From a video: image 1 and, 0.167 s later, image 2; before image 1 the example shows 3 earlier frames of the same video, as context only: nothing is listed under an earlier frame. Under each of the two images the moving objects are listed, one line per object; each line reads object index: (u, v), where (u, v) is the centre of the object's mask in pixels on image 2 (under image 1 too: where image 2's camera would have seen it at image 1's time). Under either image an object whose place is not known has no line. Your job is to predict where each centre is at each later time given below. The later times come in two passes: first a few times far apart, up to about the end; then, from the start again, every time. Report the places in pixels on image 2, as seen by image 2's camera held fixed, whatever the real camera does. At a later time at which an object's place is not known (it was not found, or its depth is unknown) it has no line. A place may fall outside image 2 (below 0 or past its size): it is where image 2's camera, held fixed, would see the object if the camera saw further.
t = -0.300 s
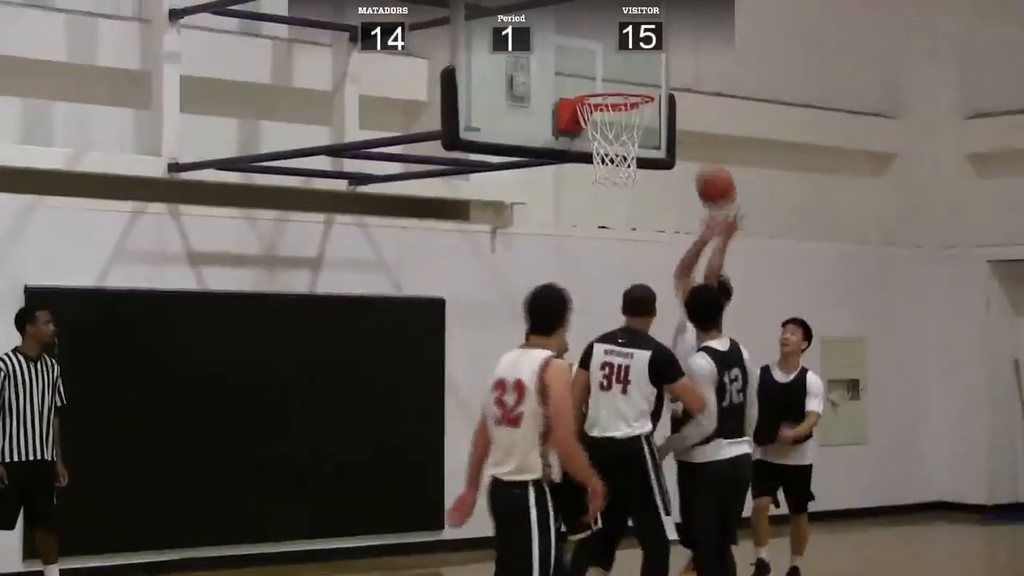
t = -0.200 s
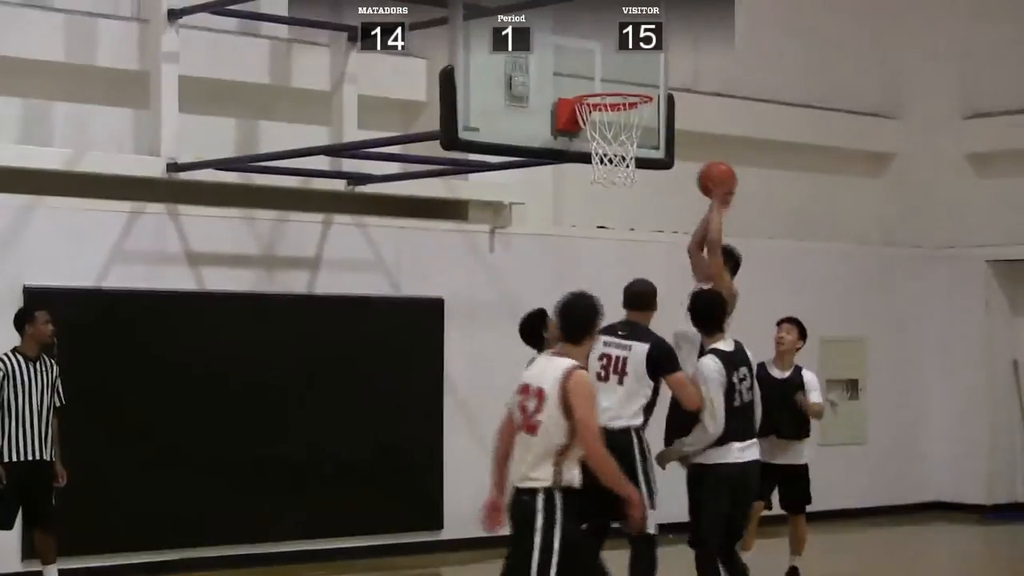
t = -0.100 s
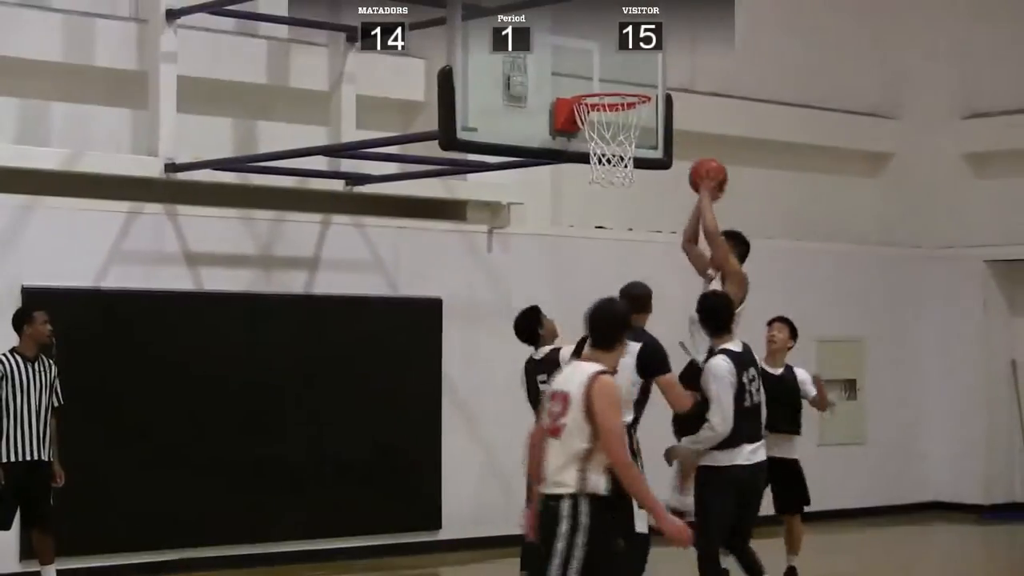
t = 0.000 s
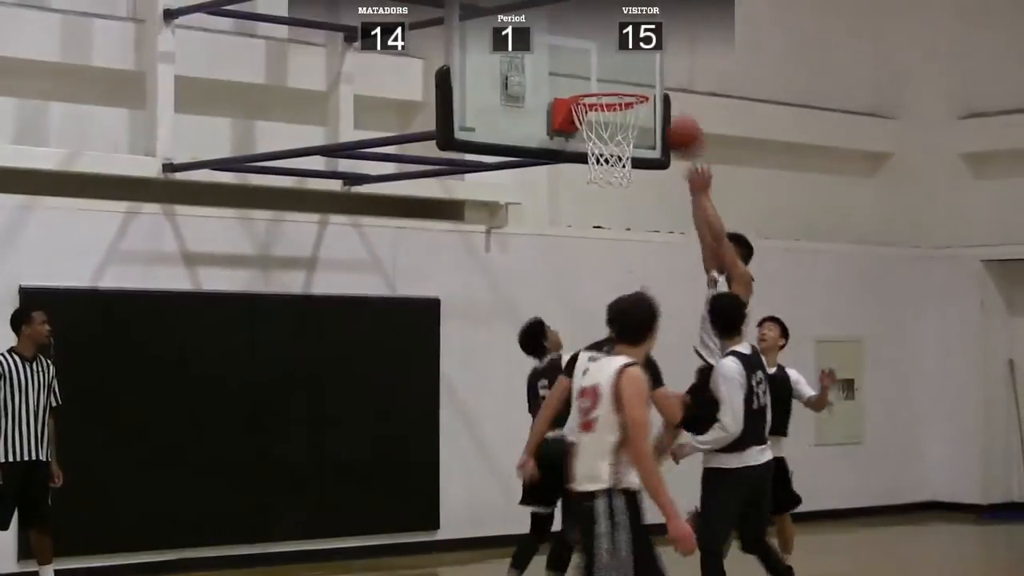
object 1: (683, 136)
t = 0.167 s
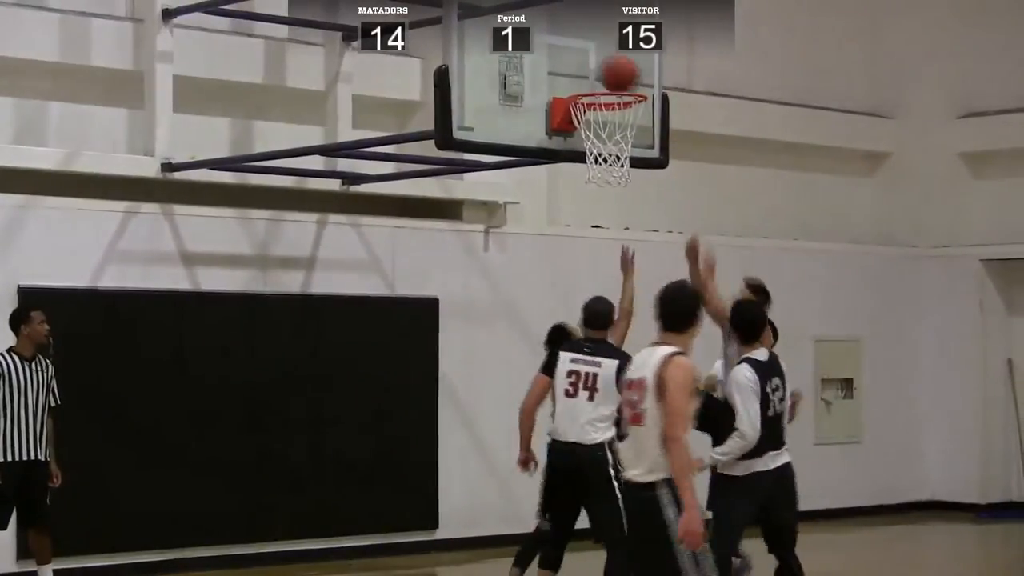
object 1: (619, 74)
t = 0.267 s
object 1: (608, 65)
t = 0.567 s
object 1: (610, 128)
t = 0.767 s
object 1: (613, 175)
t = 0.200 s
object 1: (609, 68)
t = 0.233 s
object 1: (608, 66)
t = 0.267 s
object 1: (608, 65)
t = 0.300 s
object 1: (608, 65)
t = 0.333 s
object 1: (608, 67)
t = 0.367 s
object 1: (609, 70)
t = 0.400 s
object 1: (609, 75)
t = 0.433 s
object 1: (609, 79)
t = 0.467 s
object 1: (609, 93)
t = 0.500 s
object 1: (609, 105)
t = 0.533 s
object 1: (609, 117)
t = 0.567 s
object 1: (610, 128)
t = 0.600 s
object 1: (610, 135)
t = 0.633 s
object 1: (611, 142)
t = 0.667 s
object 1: (611, 143)
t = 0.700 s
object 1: (612, 149)
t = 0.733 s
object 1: (613, 168)
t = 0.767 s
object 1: (613, 175)
